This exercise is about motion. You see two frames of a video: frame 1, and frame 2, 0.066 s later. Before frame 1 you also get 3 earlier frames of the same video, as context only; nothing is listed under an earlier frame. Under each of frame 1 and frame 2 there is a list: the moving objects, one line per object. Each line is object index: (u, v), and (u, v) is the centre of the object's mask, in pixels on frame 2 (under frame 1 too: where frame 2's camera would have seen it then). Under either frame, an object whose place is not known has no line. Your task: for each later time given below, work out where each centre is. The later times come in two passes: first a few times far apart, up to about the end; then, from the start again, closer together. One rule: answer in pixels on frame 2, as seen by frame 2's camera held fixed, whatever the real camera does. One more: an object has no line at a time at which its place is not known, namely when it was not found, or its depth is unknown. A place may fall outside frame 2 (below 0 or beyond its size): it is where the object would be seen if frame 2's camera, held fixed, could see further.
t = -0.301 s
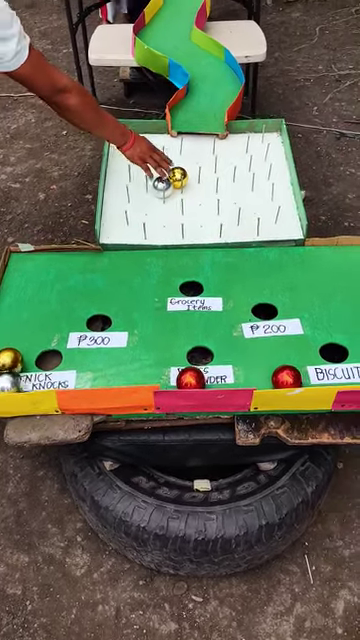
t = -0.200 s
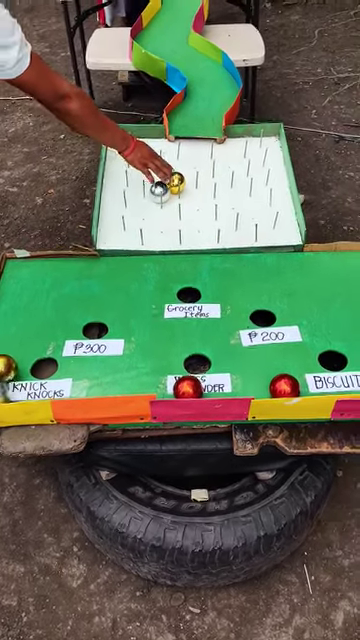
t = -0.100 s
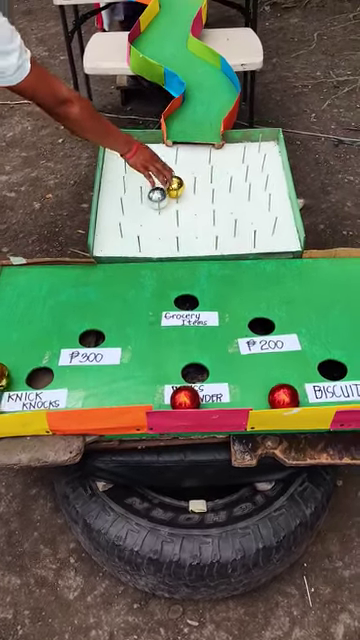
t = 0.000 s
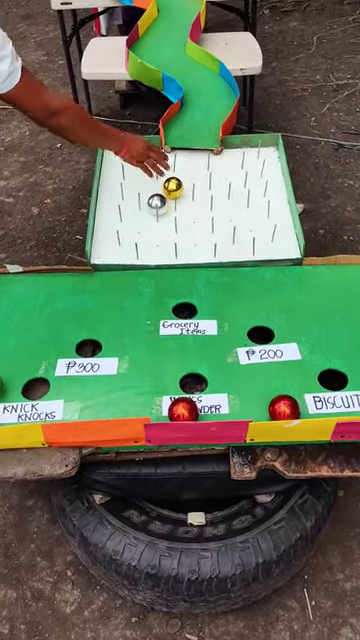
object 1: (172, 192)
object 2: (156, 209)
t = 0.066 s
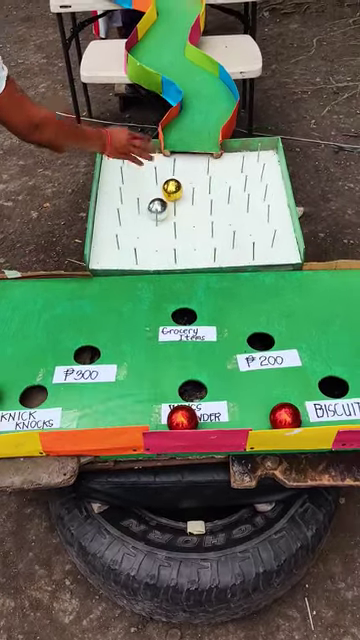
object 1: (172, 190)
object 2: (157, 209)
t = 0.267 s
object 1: (172, 187)
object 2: (163, 211)
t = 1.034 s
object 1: (188, 201)
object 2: (186, 219)
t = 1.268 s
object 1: (190, 209)
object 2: (199, 224)
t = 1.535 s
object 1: (182, 213)
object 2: (195, 229)
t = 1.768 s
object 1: (173, 220)
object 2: (187, 238)
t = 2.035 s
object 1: (168, 218)
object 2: (180, 243)
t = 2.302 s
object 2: (178, 245)
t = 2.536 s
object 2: (178, 245)
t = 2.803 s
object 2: (177, 246)
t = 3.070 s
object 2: (178, 245)
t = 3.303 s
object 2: (179, 245)
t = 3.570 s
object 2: (179, 245)
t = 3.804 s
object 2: (178, 245)
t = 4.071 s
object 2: (178, 246)
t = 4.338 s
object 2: (179, 246)
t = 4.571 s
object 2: (179, 246)
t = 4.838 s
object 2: (179, 246)
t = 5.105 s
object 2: (179, 246)
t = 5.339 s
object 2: (179, 246)
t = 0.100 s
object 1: (172, 189)
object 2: (158, 209)
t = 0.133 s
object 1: (172, 188)
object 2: (159, 209)
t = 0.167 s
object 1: (172, 188)
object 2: (160, 210)
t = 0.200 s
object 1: (172, 187)
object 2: (161, 209)
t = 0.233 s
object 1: (173, 187)
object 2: (162, 211)
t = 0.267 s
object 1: (172, 187)
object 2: (163, 211)
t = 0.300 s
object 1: (173, 188)
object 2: (164, 212)
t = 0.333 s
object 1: (173, 188)
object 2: (165, 213)
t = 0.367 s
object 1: (173, 189)
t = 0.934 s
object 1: (184, 199)
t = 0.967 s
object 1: (185, 200)
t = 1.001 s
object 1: (186, 200)
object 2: (185, 218)
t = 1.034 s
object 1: (188, 201)
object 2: (186, 219)
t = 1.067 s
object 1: (188, 201)
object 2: (188, 219)
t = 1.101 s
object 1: (188, 202)
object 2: (190, 220)
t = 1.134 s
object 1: (189, 203)
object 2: (192, 221)
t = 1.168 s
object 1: (189, 205)
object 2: (194, 221)
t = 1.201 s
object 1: (189, 206)
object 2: (195, 223)
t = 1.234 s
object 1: (189, 207)
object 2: (197, 224)
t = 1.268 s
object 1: (190, 209)
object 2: (199, 224)
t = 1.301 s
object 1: (190, 210)
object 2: (201, 225)
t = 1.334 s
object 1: (189, 210)
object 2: (200, 226)
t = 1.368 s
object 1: (187, 210)
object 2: (199, 226)
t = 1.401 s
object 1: (186, 211)
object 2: (198, 227)
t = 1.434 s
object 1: (185, 211)
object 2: (197, 227)
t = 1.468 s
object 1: (184, 211)
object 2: (196, 228)
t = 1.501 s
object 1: (183, 212)
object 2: (196, 229)
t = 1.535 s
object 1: (182, 213)
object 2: (195, 229)
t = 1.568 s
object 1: (180, 214)
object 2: (194, 230)
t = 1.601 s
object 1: (179, 215)
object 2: (193, 231)
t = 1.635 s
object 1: (178, 217)
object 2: (192, 232)
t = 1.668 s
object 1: (176, 218)
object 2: (191, 233)
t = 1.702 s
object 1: (175, 219)
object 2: (190, 234)
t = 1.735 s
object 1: (173, 220)
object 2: (189, 236)
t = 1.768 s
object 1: (173, 220)
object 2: (187, 238)
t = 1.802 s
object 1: (171, 219)
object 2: (186, 239)
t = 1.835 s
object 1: (170, 219)
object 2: (184, 241)
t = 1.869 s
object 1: (168, 219)
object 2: (183, 243)
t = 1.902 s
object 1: (168, 218)
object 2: (181, 246)
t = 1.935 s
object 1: (168, 218)
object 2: (181, 245)
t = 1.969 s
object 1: (168, 218)
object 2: (181, 244)
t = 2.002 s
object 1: (168, 218)
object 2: (180, 243)
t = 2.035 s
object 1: (168, 218)
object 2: (180, 243)
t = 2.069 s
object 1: (168, 218)
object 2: (179, 243)
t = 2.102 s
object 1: (168, 218)
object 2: (179, 244)
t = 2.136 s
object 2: (179, 245)
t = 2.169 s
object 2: (179, 245)
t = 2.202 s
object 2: (178, 245)
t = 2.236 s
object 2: (179, 246)
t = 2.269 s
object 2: (179, 245)
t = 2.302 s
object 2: (178, 245)
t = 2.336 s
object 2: (179, 246)
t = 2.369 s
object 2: (178, 246)
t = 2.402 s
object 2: (178, 246)
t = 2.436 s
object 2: (178, 246)
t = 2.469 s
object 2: (178, 246)
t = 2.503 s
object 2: (178, 246)
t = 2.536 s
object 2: (178, 245)
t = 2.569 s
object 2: (178, 245)
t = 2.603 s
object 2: (178, 246)
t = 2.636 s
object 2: (178, 246)
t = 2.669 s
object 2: (177, 246)
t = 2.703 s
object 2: (177, 246)
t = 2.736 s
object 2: (177, 246)
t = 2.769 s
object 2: (177, 246)
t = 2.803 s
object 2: (177, 246)
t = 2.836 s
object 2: (177, 245)
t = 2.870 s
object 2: (177, 246)
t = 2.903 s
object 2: (178, 246)
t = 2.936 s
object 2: (178, 246)
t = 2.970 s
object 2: (178, 245)
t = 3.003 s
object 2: (178, 246)
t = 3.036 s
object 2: (178, 245)
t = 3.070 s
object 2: (178, 245)
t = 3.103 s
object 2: (178, 245)
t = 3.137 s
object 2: (178, 245)
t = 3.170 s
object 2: (178, 245)
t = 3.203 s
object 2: (178, 245)
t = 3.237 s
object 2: (178, 245)
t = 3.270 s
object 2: (179, 245)
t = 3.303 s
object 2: (179, 245)
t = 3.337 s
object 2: (179, 245)
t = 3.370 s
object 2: (179, 246)
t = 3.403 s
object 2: (179, 245)
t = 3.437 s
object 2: (179, 246)
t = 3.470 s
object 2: (179, 245)
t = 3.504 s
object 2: (179, 246)
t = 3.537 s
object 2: (179, 245)
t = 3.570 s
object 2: (179, 245)
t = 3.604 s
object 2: (179, 246)
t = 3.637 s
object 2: (178, 246)
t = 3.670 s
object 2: (178, 246)
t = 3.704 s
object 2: (179, 246)
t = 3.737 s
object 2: (179, 245)
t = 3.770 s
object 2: (178, 245)
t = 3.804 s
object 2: (178, 245)
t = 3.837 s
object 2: (178, 246)
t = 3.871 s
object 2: (178, 245)
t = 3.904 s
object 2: (179, 246)
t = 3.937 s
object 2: (178, 246)
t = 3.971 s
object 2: (178, 245)
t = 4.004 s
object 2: (178, 246)
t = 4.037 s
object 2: (178, 246)
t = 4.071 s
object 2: (178, 246)
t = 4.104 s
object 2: (178, 246)
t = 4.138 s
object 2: (179, 246)
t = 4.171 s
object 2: (178, 246)
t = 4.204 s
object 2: (179, 246)
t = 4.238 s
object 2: (179, 246)
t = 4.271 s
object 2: (179, 246)
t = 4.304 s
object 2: (179, 246)
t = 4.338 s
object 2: (179, 246)
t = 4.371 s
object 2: (179, 246)
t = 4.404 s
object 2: (179, 246)
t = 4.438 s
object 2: (179, 246)
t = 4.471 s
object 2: (179, 246)
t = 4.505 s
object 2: (179, 246)
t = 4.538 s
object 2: (179, 246)
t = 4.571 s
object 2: (179, 246)
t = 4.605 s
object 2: (179, 245)
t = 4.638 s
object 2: (179, 246)
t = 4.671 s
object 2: (179, 246)
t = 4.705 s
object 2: (179, 246)
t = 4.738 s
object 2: (179, 246)
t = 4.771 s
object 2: (179, 246)
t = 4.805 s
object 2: (179, 245)
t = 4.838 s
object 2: (179, 246)
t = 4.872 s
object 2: (179, 246)
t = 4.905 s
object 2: (179, 246)
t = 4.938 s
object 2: (179, 246)
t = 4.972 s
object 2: (179, 246)
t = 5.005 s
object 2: (179, 245)
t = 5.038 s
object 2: (179, 245)
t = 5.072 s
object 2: (179, 246)
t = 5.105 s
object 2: (179, 246)
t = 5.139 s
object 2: (179, 246)
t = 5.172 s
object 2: (179, 246)
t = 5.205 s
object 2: (179, 246)
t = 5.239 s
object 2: (179, 245)
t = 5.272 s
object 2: (179, 245)
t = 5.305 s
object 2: (179, 245)
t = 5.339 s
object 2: (179, 246)
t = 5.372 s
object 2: (179, 246)
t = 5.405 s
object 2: (179, 246)
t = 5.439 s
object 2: (179, 245)
